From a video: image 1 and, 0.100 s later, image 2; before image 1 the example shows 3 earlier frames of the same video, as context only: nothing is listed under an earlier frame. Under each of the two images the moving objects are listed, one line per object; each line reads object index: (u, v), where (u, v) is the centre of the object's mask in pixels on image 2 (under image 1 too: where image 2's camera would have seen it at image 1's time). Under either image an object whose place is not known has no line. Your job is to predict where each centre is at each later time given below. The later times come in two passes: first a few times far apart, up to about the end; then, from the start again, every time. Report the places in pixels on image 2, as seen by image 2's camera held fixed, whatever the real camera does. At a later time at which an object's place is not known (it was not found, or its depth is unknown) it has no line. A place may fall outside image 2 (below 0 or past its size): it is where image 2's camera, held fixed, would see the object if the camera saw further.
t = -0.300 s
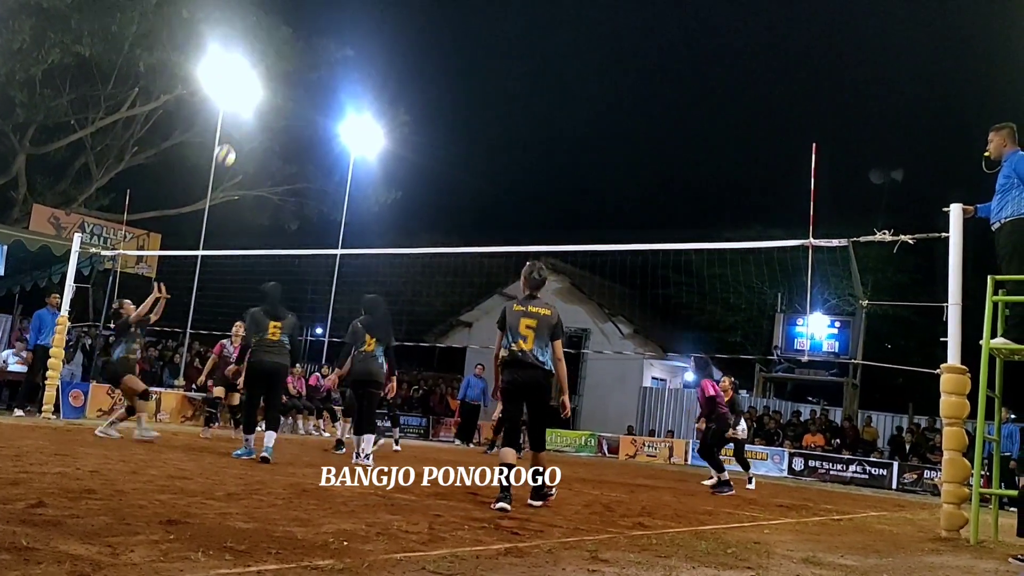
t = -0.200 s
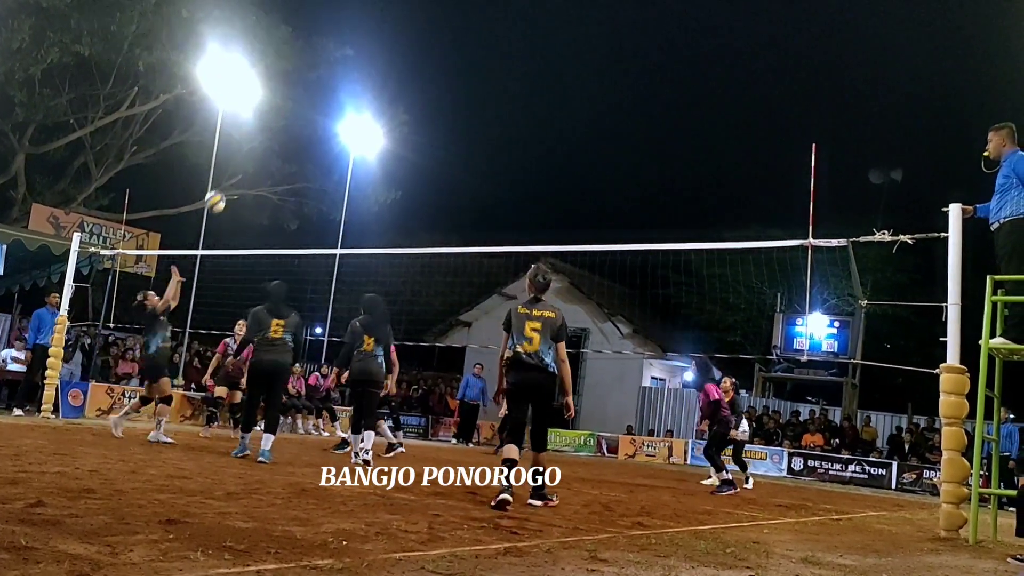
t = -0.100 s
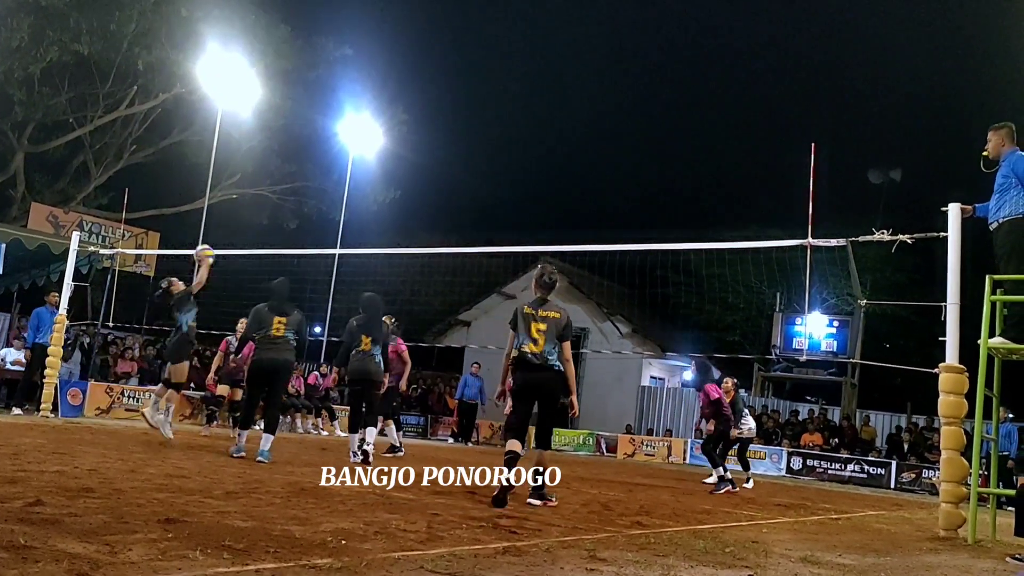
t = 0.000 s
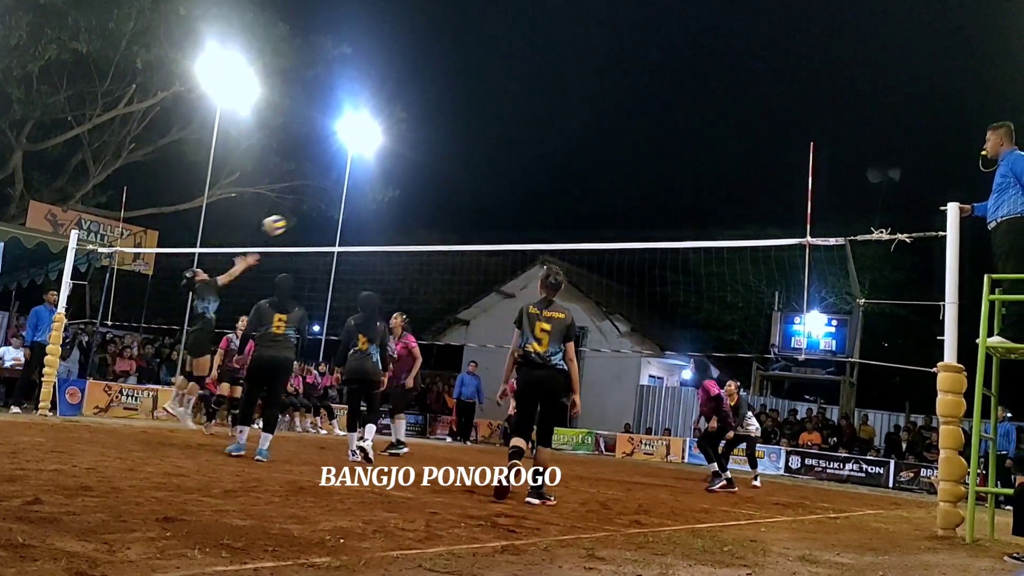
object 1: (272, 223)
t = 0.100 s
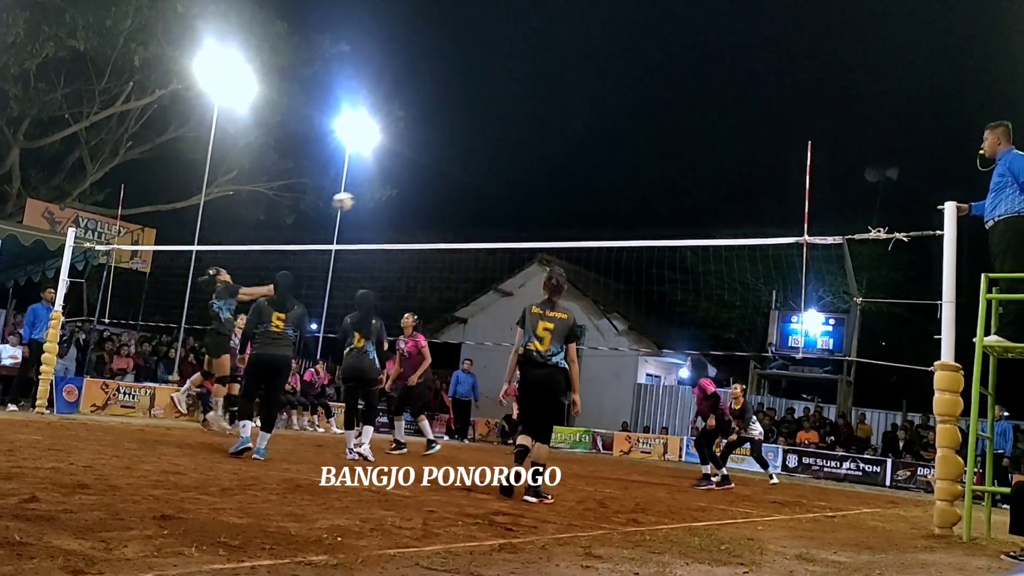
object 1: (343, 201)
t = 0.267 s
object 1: (447, 187)
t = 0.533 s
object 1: (583, 210)
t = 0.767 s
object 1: (683, 268)
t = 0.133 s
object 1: (366, 196)
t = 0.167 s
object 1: (387, 192)
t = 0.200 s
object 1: (408, 189)
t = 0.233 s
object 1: (428, 187)
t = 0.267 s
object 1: (447, 187)
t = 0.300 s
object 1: (466, 187)
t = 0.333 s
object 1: (484, 188)
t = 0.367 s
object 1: (501, 190)
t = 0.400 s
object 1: (519, 192)
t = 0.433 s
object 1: (536, 195)
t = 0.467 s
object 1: (552, 200)
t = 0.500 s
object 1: (568, 205)
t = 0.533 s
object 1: (583, 210)
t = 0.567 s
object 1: (599, 216)
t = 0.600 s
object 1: (614, 223)
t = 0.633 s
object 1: (628, 231)
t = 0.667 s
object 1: (642, 236)
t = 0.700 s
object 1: (657, 250)
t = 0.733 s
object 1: (670, 258)
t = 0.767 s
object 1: (683, 268)
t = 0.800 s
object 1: (696, 278)
